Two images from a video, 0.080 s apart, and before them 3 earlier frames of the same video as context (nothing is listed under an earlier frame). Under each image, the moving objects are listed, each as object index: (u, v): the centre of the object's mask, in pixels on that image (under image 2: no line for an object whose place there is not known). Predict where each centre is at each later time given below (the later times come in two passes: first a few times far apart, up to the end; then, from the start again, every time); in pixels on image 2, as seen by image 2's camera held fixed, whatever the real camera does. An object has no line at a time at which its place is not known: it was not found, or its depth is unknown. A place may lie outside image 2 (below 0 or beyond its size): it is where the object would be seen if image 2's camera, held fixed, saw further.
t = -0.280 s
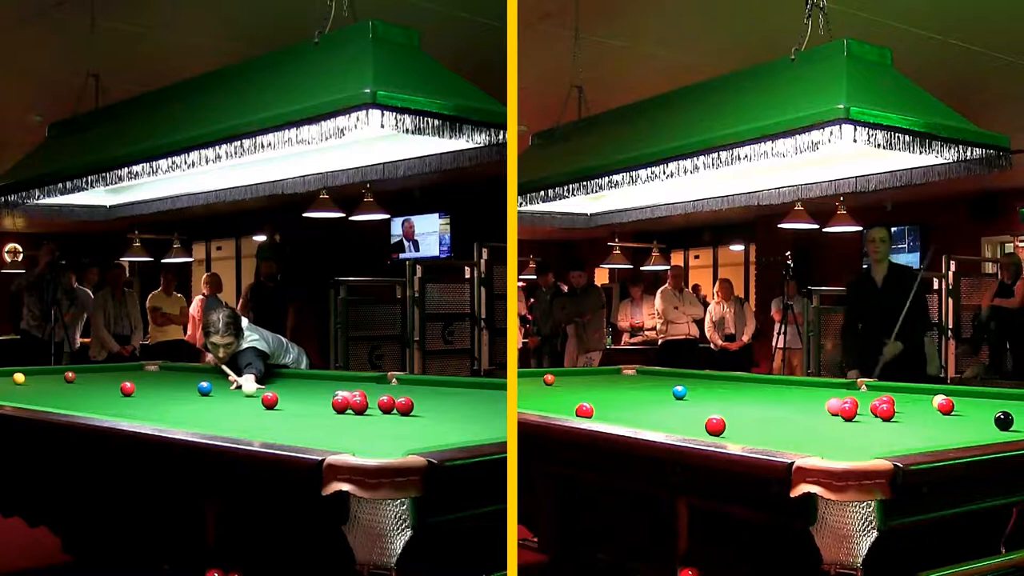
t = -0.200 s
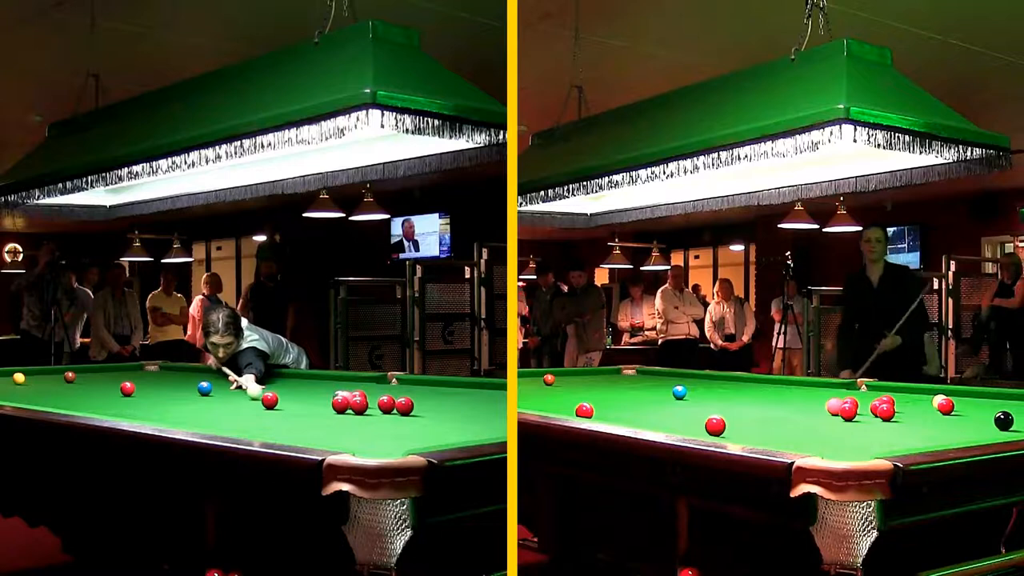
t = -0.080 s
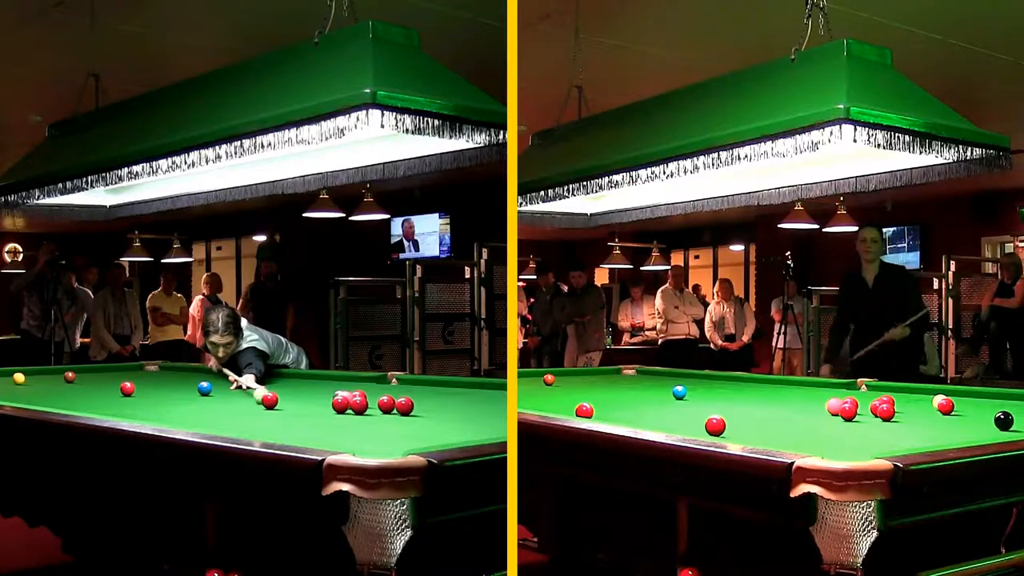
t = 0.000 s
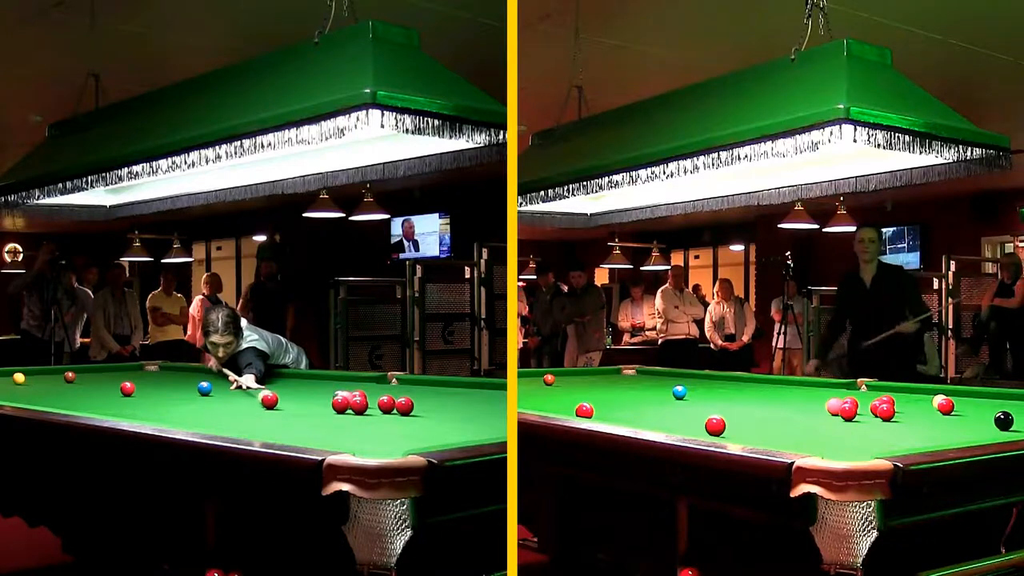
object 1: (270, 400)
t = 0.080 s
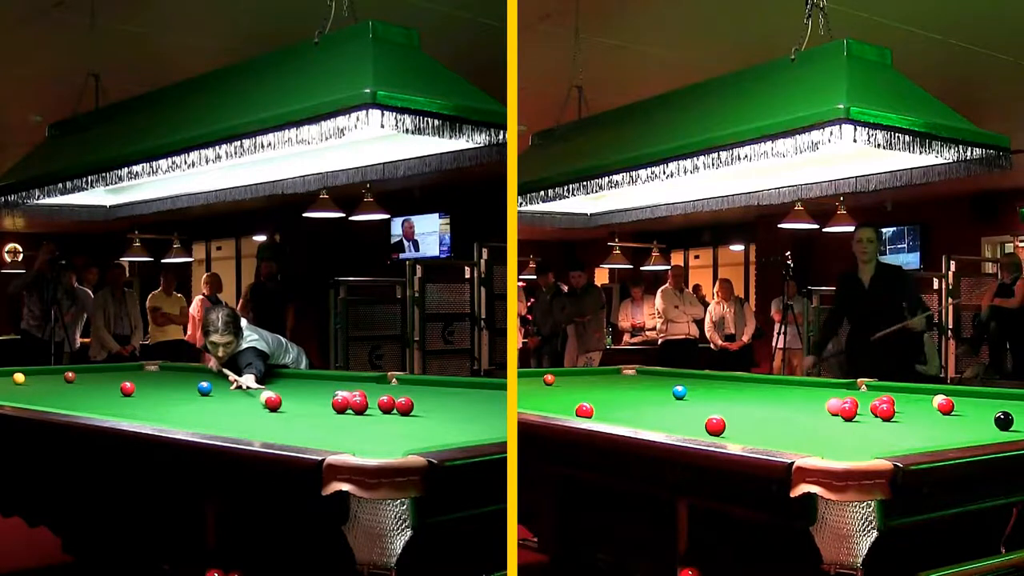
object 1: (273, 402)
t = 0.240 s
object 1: (281, 407)
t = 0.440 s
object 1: (291, 412)
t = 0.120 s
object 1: (276, 404)
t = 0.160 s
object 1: (278, 405)
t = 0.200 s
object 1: (279, 406)
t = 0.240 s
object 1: (281, 407)
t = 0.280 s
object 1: (283, 408)
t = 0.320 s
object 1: (285, 409)
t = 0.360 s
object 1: (287, 410)
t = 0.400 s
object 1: (289, 411)
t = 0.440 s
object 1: (291, 412)
